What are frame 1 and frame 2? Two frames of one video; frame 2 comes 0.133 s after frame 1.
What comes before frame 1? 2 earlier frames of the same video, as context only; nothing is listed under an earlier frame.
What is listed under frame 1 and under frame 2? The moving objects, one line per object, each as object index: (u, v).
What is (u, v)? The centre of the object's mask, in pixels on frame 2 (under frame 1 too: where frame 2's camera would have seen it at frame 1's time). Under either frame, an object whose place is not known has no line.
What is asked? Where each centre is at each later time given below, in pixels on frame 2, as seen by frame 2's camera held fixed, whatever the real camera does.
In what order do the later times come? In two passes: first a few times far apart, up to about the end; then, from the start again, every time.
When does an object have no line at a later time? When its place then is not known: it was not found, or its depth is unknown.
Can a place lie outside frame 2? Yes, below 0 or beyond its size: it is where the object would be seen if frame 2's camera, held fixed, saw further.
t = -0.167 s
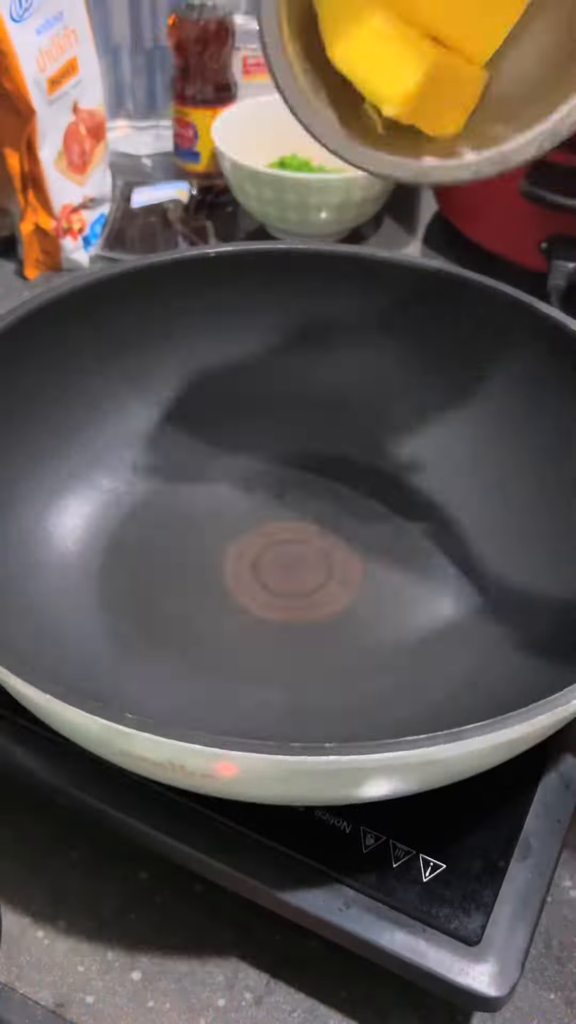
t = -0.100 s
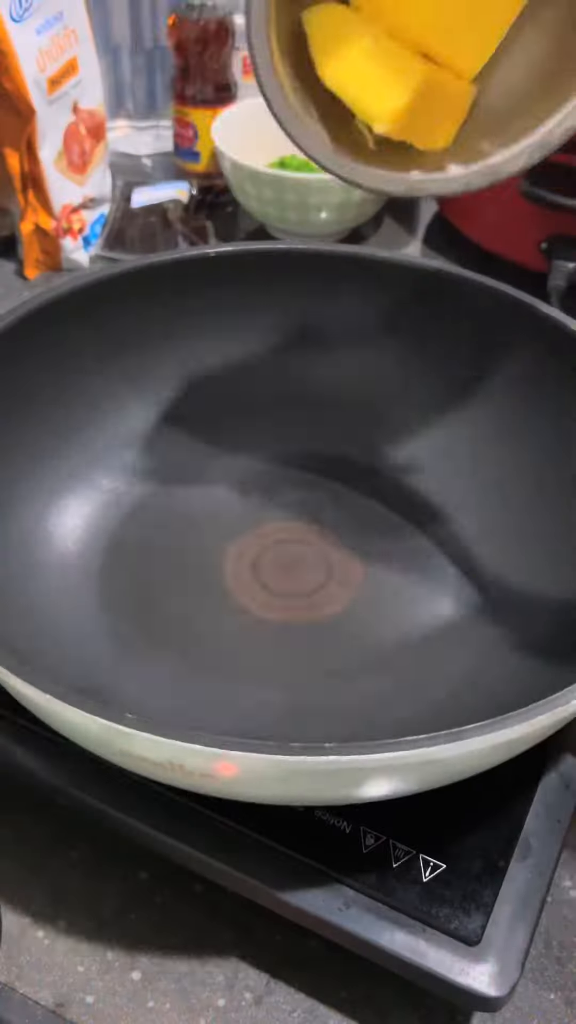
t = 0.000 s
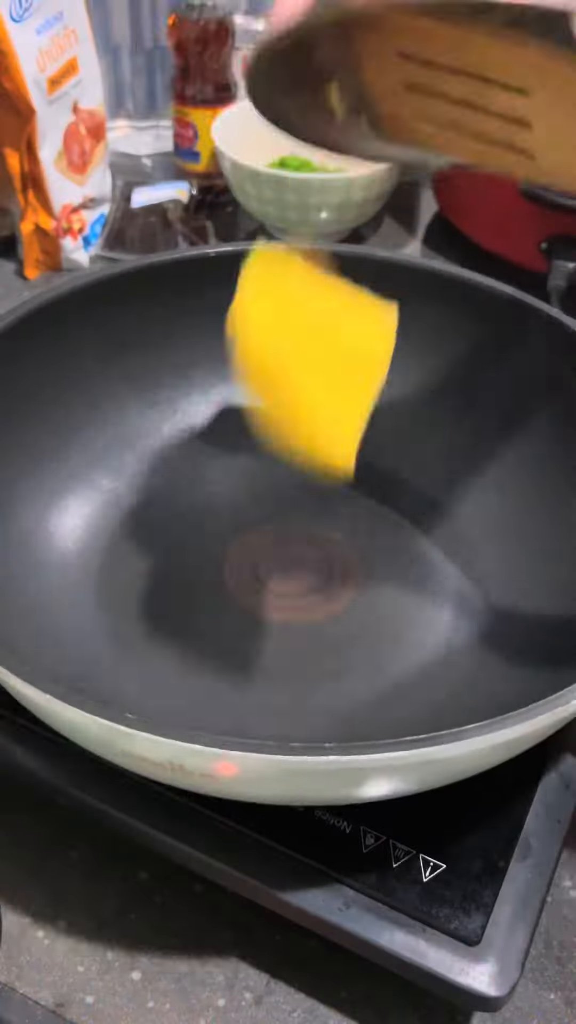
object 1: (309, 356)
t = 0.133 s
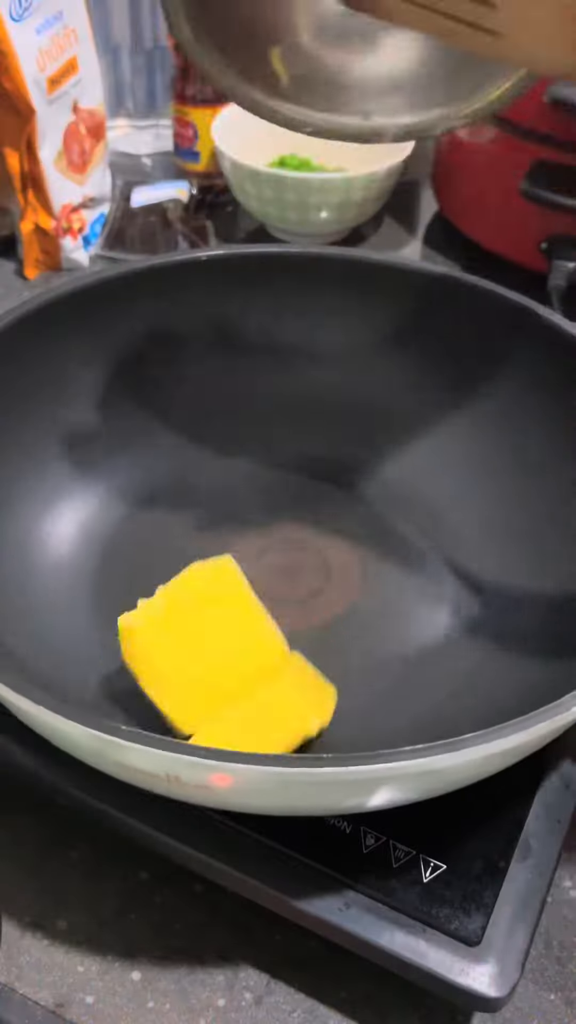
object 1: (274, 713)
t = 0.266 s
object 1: (325, 531)
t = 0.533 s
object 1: (369, 375)
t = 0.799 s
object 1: (351, 549)
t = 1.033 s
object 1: (360, 703)
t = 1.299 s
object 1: (354, 643)
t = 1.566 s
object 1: (378, 597)
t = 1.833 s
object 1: (463, 605)
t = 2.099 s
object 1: (461, 603)
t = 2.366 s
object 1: (482, 607)
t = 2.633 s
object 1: (491, 607)
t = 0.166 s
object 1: (286, 670)
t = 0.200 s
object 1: (301, 616)
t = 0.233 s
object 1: (312, 565)
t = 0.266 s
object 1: (325, 531)
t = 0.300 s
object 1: (337, 493)
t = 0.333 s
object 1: (346, 464)
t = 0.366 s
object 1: (356, 436)
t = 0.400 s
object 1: (364, 402)
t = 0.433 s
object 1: (367, 373)
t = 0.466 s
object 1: (367, 358)
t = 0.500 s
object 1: (367, 359)
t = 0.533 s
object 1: (369, 375)
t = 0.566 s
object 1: (369, 402)
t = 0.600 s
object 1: (369, 432)
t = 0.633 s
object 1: (363, 447)
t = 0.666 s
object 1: (361, 470)
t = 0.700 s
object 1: (358, 488)
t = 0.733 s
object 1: (354, 507)
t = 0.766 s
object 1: (353, 528)
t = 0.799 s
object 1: (351, 549)
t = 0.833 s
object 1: (350, 572)
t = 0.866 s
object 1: (349, 597)
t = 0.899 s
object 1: (349, 625)
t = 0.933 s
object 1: (351, 655)
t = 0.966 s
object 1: (356, 680)
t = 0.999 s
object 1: (360, 697)
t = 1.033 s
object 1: (360, 703)
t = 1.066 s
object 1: (361, 704)
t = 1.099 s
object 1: (360, 704)
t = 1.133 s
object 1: (360, 702)
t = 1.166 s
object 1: (358, 695)
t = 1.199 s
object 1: (356, 683)
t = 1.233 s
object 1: (354, 670)
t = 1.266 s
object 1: (353, 655)
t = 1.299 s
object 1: (354, 643)
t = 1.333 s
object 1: (355, 632)
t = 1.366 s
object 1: (357, 623)
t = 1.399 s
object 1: (359, 616)
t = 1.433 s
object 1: (362, 611)
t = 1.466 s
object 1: (365, 607)
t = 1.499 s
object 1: (368, 602)
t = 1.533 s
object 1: (373, 600)
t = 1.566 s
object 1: (378, 597)
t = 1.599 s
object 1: (384, 597)
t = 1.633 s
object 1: (392, 596)
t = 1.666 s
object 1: (401, 597)
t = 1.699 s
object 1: (410, 598)
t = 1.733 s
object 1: (421, 599)
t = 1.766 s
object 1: (434, 602)
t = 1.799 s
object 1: (448, 603)
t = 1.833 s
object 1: (463, 605)
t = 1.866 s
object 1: (478, 607)
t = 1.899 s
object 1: (488, 605)
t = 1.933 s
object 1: (491, 606)
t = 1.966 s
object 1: (488, 604)
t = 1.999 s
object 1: (482, 607)
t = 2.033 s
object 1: (475, 604)
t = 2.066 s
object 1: (467, 604)
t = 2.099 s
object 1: (461, 603)
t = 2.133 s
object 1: (457, 603)
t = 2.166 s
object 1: (456, 602)
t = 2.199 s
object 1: (456, 603)
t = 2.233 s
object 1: (459, 603)
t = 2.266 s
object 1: (464, 604)
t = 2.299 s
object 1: (471, 605)
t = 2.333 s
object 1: (477, 607)
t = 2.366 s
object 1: (482, 607)
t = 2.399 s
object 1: (485, 607)
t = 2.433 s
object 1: (484, 607)
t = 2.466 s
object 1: (485, 607)
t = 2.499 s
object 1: (486, 607)
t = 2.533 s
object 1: (488, 607)
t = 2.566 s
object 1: (489, 607)
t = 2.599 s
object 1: (490, 607)
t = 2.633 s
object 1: (491, 607)
